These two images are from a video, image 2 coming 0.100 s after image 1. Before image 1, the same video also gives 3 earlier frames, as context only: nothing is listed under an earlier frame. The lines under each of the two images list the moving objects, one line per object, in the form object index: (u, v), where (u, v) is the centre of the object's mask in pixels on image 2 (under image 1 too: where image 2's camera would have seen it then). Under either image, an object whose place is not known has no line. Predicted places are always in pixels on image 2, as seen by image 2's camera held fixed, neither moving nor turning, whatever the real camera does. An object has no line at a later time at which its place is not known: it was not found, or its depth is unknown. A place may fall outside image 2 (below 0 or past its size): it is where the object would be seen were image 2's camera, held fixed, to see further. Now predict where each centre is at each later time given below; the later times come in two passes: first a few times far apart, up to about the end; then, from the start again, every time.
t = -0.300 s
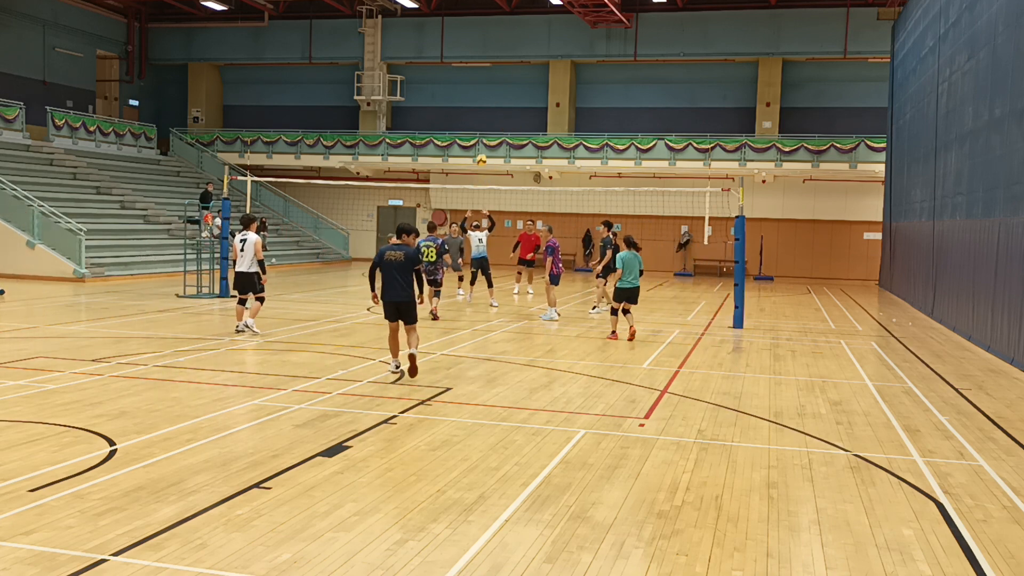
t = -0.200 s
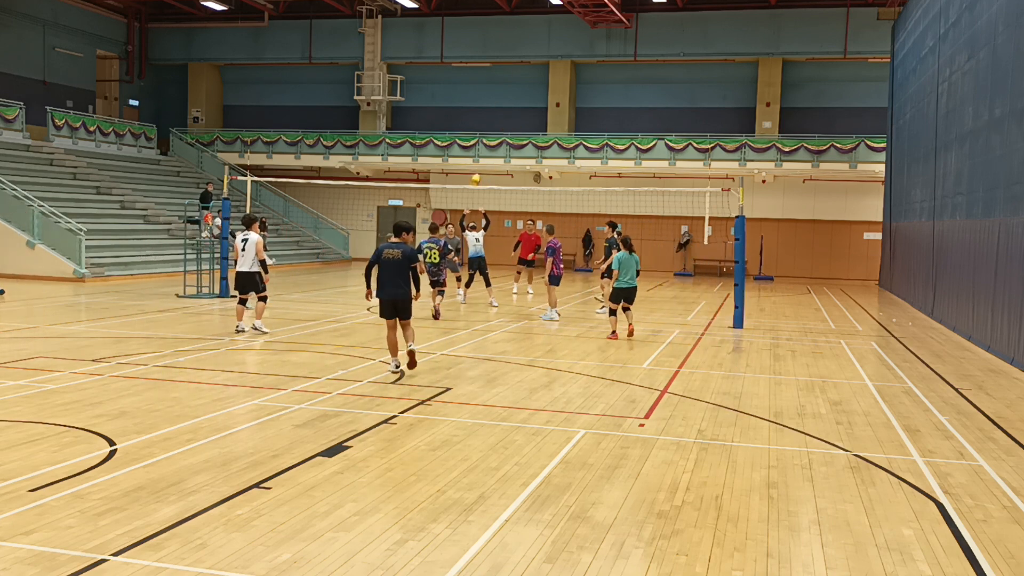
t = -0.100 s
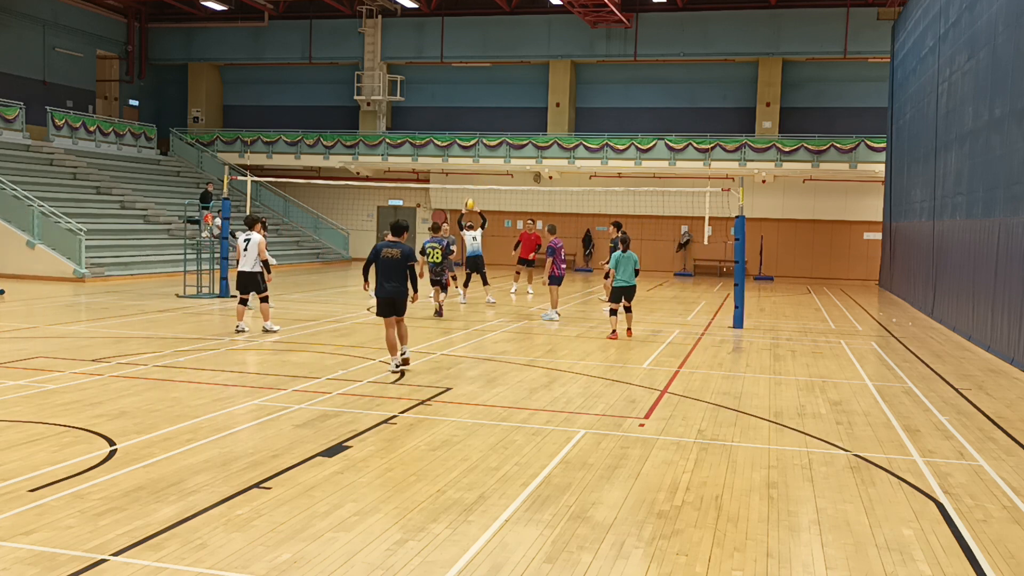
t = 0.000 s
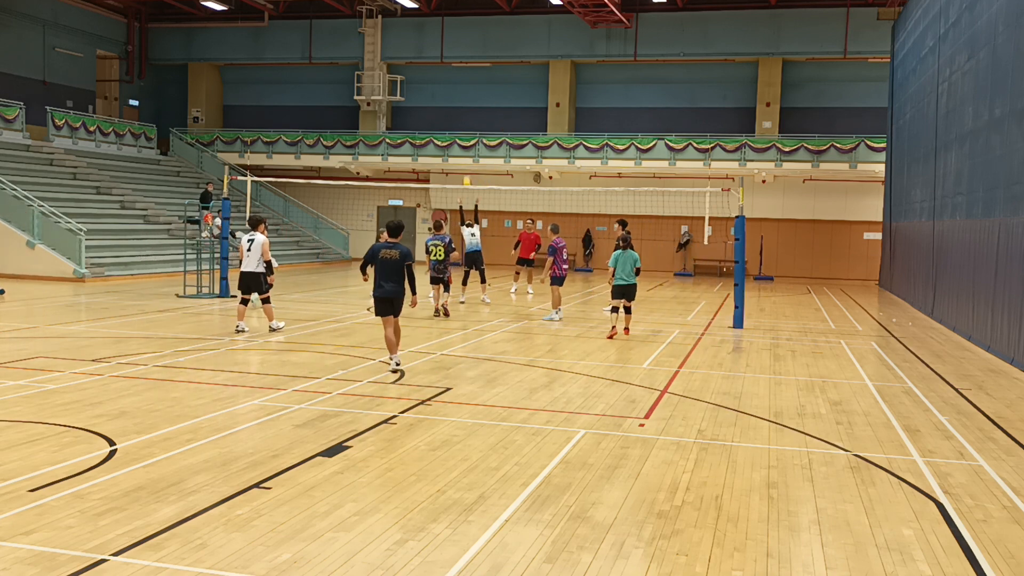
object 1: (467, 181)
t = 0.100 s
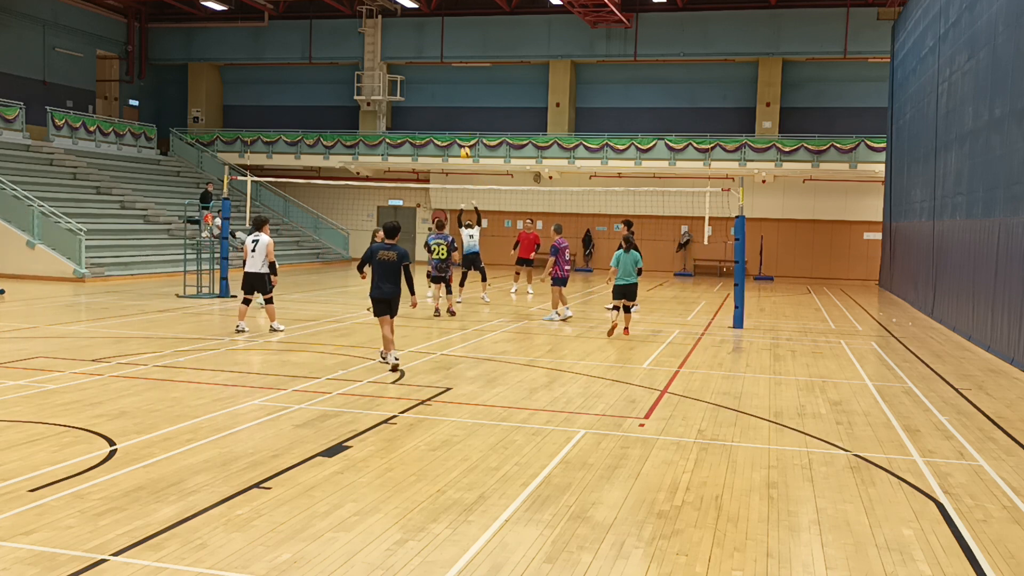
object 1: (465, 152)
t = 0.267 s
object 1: (462, 117)
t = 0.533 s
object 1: (457, 87)
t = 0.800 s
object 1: (451, 91)
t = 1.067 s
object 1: (445, 128)
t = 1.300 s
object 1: (439, 182)
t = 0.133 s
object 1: (465, 145)
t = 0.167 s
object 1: (464, 136)
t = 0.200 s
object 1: (463, 129)
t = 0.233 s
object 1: (463, 123)
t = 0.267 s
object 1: (462, 117)
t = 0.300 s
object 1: (461, 112)
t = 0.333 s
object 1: (461, 106)
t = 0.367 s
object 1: (461, 102)
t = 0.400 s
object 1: (460, 98)
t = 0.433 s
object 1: (459, 94)
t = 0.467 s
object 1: (458, 91)
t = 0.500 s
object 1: (458, 89)
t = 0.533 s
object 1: (457, 87)
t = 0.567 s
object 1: (456, 86)
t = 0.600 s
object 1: (456, 85)
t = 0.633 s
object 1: (455, 85)
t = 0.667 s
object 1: (454, 85)
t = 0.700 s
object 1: (453, 86)
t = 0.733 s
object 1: (453, 87)
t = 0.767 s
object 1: (452, 89)
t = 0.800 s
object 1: (451, 91)
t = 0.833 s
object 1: (450, 94)
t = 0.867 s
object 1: (450, 98)
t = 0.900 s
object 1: (449, 101)
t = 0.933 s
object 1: (448, 106)
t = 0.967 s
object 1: (447, 111)
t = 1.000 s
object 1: (446, 117)
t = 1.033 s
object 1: (445, 122)
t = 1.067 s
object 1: (445, 128)
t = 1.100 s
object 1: (444, 135)
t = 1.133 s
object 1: (443, 142)
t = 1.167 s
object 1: (442, 149)
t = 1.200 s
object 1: (441, 157)
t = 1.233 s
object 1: (440, 166)
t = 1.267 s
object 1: (439, 175)
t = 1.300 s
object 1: (439, 182)
